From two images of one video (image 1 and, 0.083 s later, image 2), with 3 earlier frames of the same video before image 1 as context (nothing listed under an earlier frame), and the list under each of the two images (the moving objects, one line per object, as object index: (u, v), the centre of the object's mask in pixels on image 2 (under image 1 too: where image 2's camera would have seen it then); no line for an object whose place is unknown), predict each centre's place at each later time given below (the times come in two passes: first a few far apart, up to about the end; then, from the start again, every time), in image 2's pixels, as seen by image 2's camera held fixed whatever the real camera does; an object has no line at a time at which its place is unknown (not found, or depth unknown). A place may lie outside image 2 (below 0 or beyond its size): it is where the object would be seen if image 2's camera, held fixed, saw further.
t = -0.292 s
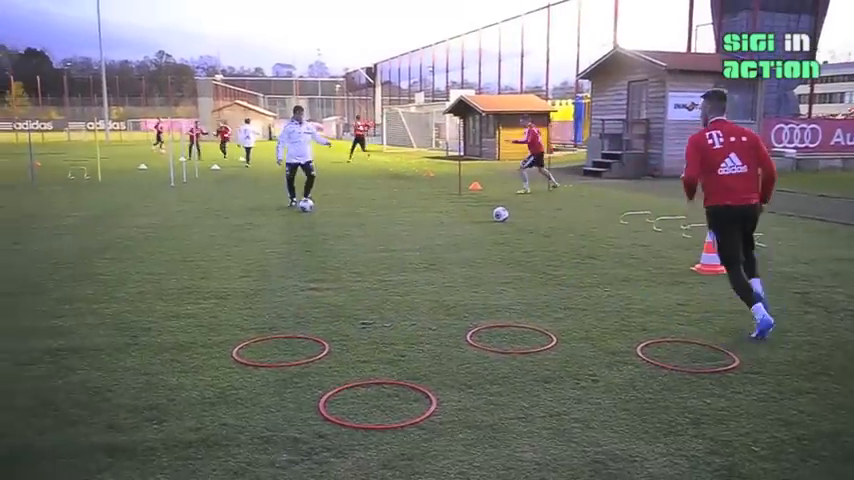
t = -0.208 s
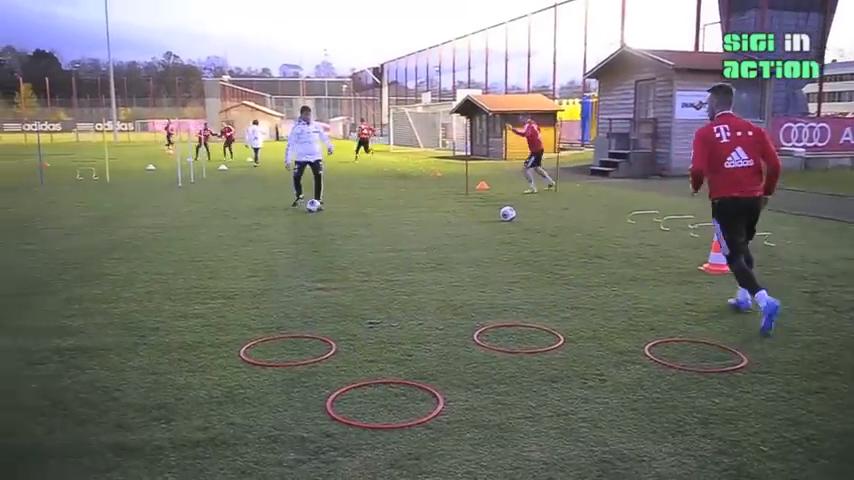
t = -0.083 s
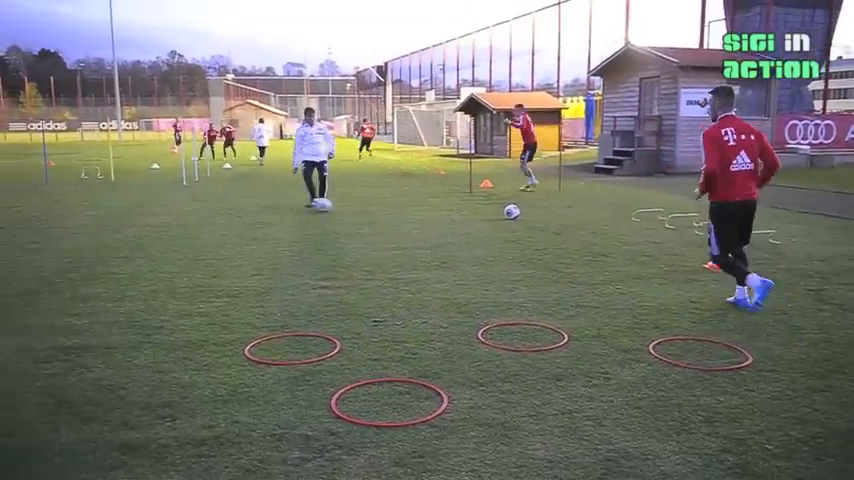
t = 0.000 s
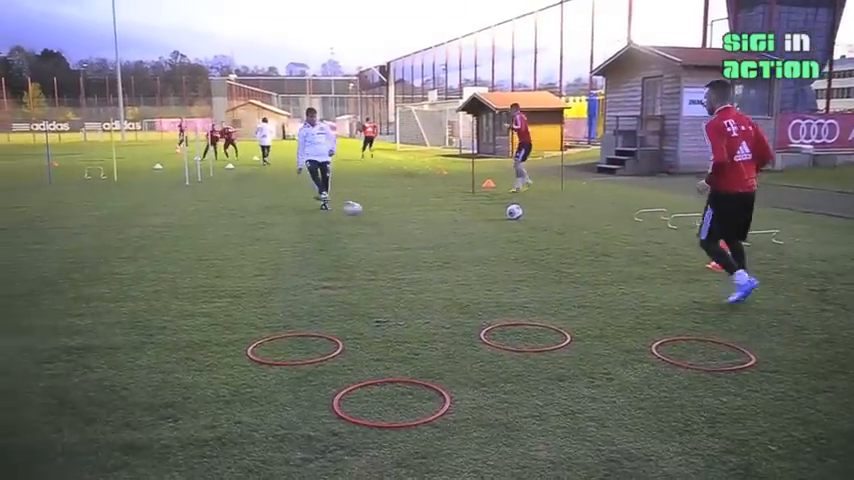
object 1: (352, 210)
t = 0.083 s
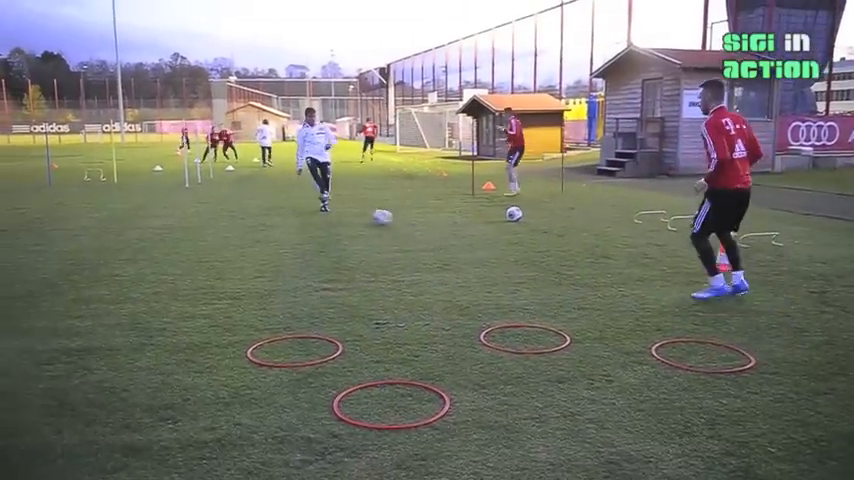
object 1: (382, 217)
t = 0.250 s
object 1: (449, 230)
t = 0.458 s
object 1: (557, 249)
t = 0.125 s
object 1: (398, 217)
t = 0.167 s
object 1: (414, 220)
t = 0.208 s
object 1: (431, 223)
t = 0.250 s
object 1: (449, 230)
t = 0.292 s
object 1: (470, 233)
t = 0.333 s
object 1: (489, 235)
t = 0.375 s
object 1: (511, 240)
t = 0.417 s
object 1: (534, 246)
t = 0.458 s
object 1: (557, 249)
